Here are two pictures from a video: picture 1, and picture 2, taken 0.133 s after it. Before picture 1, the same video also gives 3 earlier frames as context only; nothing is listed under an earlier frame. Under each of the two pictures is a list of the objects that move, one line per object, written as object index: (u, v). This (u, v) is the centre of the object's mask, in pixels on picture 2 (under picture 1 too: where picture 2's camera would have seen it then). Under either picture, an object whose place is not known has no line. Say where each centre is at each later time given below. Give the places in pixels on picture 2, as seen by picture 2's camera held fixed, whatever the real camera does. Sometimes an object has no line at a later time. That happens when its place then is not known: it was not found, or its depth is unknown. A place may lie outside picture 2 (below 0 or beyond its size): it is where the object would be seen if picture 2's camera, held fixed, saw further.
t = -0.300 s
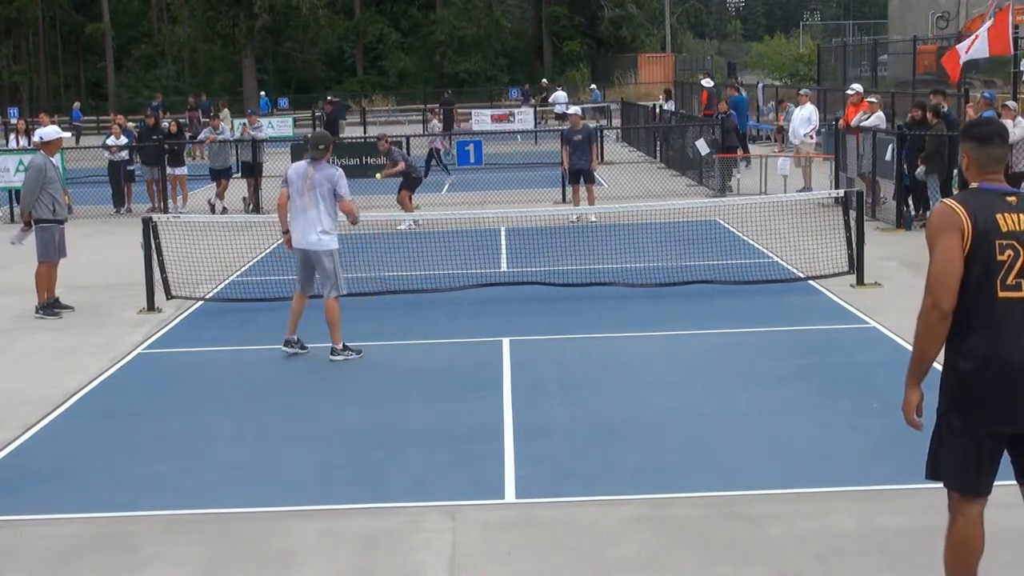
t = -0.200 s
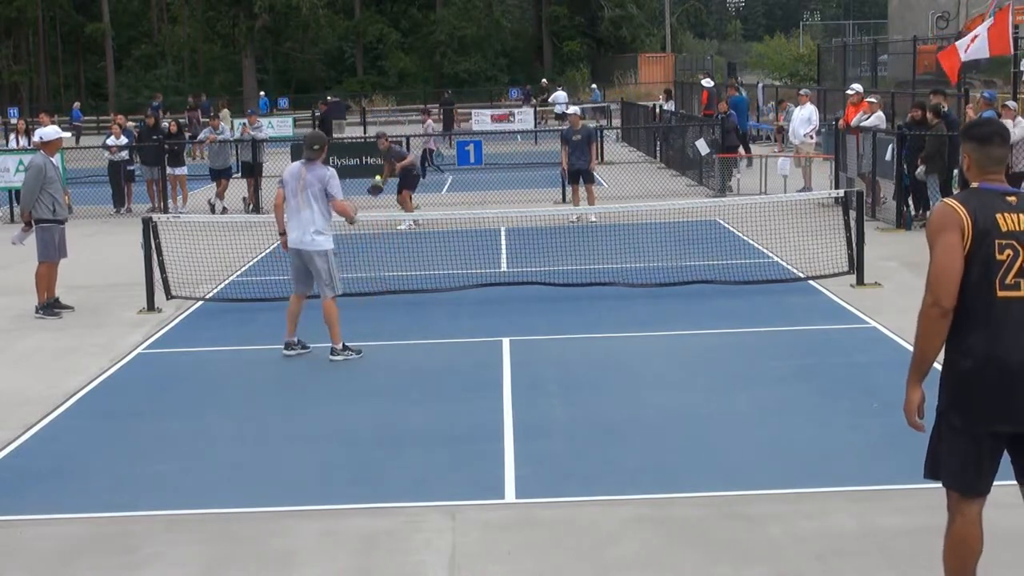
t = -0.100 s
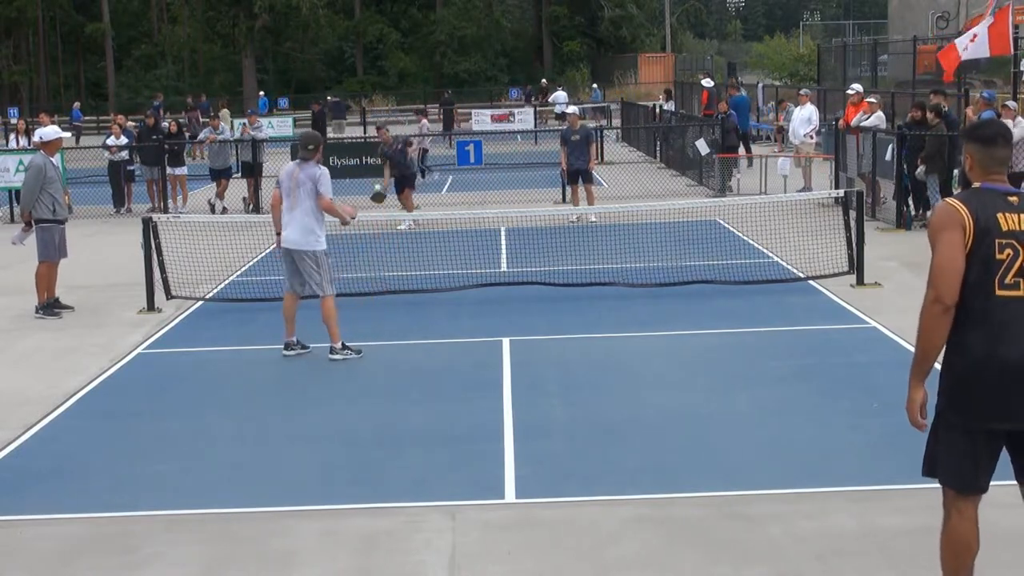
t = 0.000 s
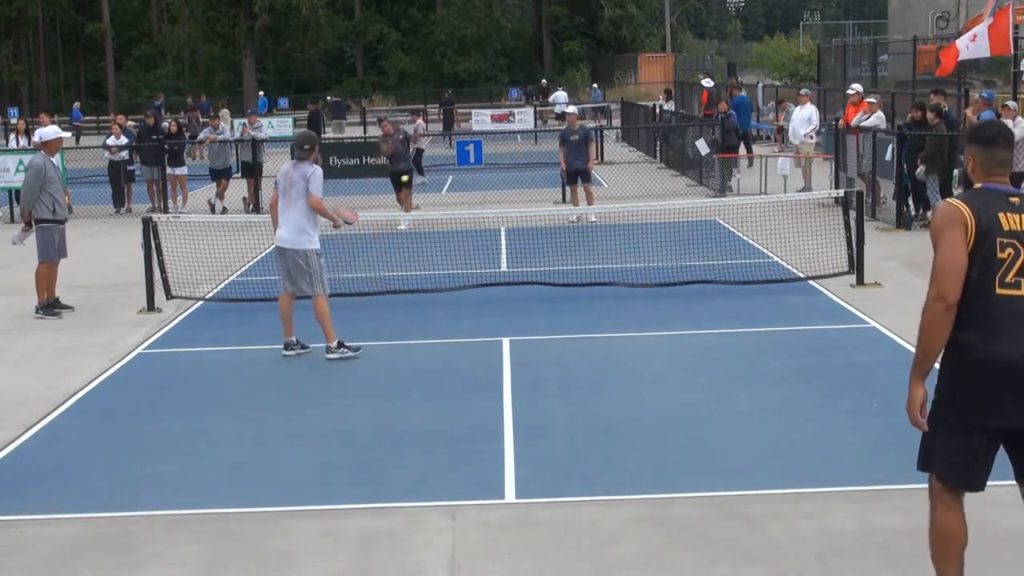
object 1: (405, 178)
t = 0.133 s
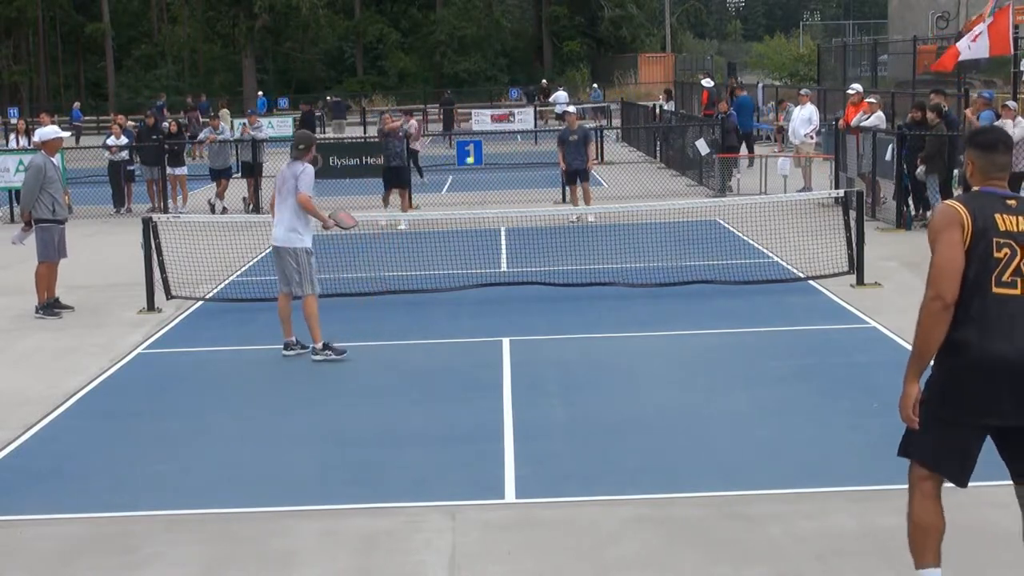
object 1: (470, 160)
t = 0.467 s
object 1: (693, 223)
